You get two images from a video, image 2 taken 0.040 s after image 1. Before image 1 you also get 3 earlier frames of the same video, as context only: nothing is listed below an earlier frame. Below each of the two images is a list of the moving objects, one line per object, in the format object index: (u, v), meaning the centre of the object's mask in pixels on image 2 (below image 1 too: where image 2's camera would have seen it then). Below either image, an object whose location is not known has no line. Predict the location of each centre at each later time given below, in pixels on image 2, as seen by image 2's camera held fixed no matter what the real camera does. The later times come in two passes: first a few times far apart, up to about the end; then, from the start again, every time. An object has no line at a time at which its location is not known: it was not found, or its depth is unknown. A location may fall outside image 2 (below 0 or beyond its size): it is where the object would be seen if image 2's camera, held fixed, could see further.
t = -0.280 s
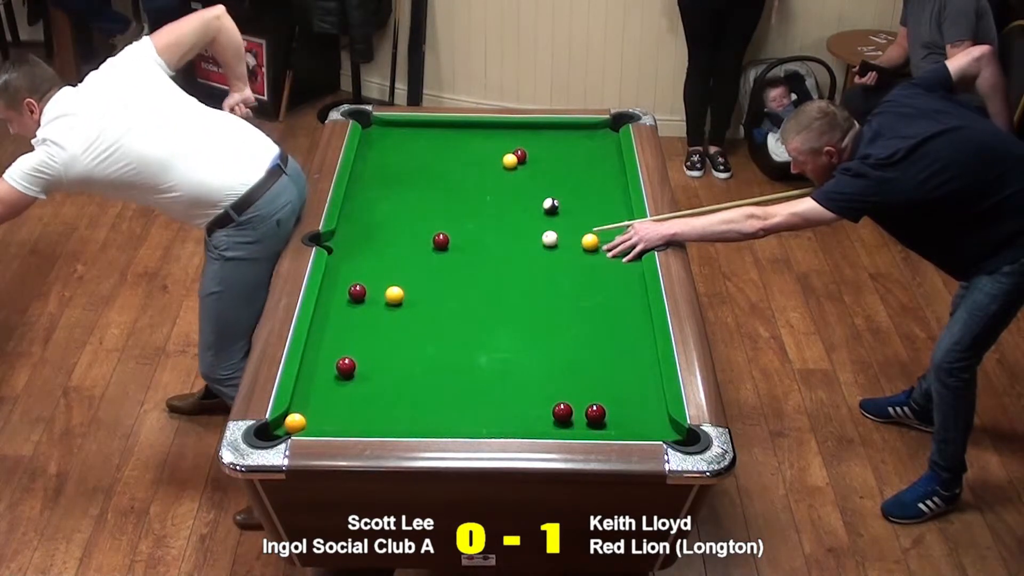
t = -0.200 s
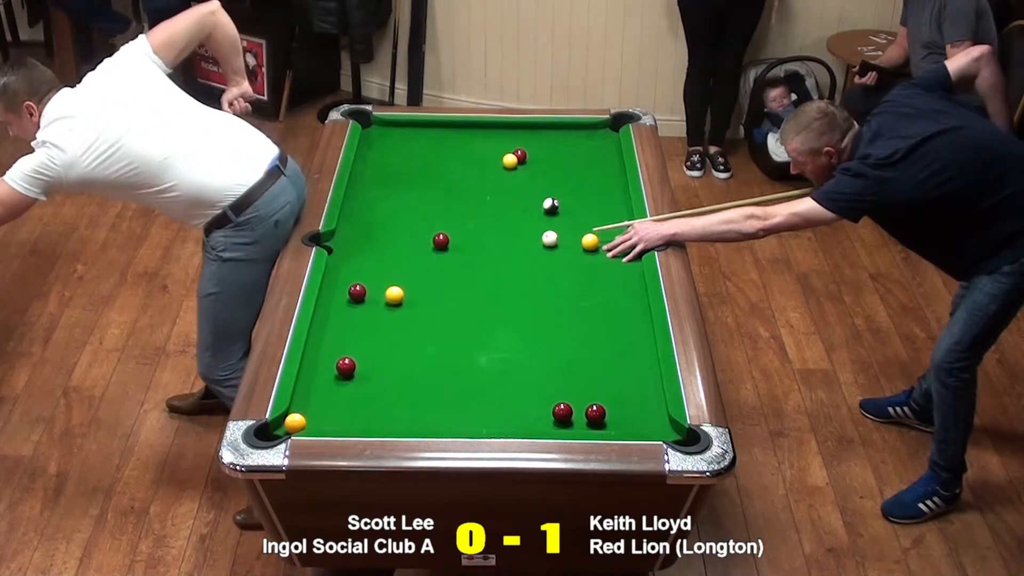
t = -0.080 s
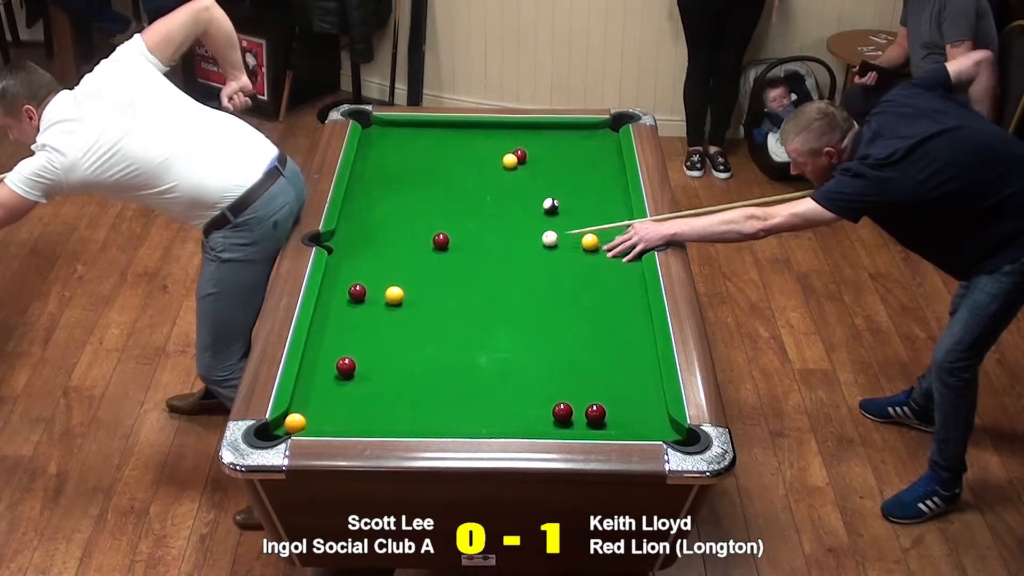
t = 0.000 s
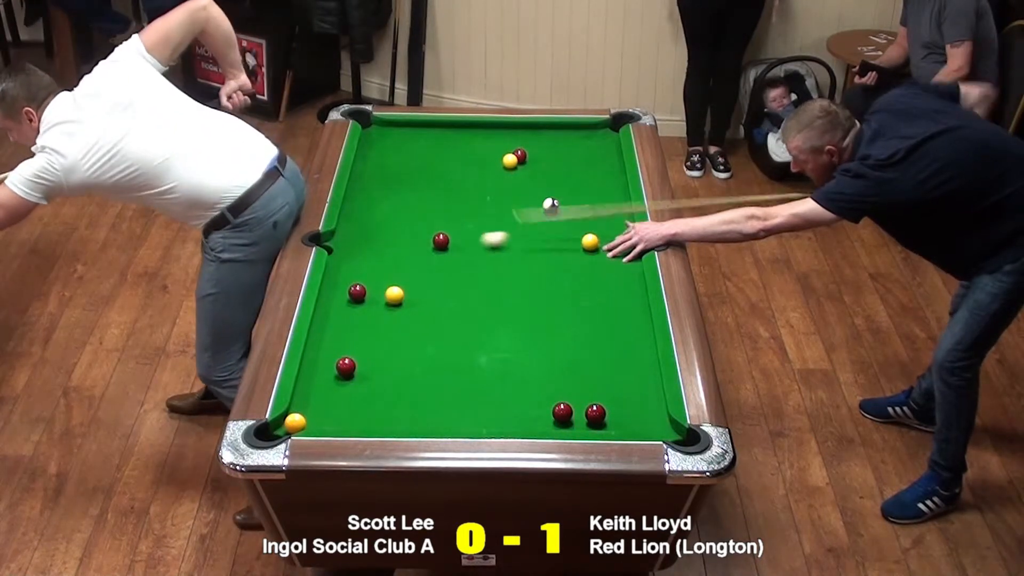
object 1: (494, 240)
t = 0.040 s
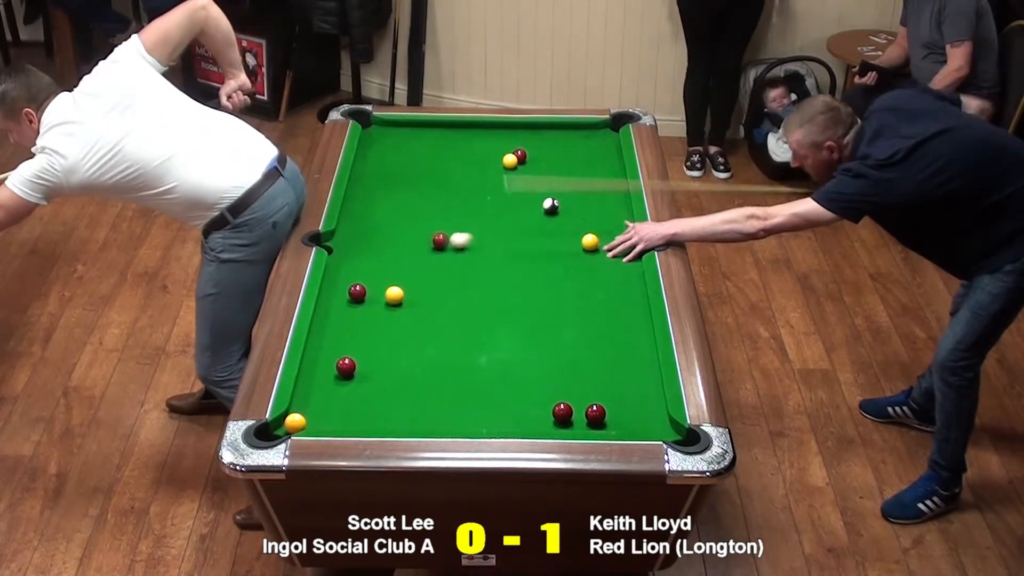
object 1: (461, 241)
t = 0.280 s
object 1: (452, 248)
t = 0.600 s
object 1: (398, 255)
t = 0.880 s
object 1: (353, 262)
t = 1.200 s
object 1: (355, 268)
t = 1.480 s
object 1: (382, 273)
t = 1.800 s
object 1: (411, 278)
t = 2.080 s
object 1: (434, 281)
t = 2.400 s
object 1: (458, 284)
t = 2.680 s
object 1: (476, 287)
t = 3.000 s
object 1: (494, 289)
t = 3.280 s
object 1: (507, 290)
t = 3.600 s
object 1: (520, 292)
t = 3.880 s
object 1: (527, 292)
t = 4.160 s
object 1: (533, 293)
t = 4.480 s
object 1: (536, 294)
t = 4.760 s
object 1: (537, 294)
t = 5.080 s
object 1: (537, 294)
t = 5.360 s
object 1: (536, 294)
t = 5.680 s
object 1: (537, 294)
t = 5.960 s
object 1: (536, 294)
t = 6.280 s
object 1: (536, 294)
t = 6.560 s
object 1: (536, 294)
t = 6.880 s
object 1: (536, 294)
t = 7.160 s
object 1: (536, 294)
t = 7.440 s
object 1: (536, 294)
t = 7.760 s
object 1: (536, 294)
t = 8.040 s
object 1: (536, 294)
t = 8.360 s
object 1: (536, 294)
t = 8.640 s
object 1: (536, 294)
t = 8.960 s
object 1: (536, 294)
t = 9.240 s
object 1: (536, 294)
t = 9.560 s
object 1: (536, 294)
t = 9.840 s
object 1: (536, 294)
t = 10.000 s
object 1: (537, 294)
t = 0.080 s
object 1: (460, 242)
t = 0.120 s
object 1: (461, 244)
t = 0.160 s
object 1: (461, 245)
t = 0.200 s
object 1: (460, 246)
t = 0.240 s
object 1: (457, 247)
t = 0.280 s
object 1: (452, 248)
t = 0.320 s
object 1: (446, 249)
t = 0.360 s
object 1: (439, 250)
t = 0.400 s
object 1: (432, 251)
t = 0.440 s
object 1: (425, 252)
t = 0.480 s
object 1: (419, 253)
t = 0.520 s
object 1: (412, 254)
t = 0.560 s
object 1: (405, 254)
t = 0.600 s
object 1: (398, 255)
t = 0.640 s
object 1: (392, 256)
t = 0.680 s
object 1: (385, 257)
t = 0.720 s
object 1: (378, 258)
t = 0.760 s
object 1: (372, 259)
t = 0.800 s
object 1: (365, 260)
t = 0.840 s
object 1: (359, 261)
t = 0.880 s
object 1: (353, 262)
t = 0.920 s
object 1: (346, 262)
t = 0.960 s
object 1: (340, 263)
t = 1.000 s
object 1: (335, 264)
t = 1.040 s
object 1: (338, 265)
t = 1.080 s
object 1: (342, 266)
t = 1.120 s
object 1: (346, 266)
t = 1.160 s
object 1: (350, 267)
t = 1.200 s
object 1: (355, 268)
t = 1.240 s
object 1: (359, 269)
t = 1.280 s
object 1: (363, 270)
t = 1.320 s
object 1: (367, 270)
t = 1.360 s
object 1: (370, 271)
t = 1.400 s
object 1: (374, 272)
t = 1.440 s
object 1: (378, 272)
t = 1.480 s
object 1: (382, 273)
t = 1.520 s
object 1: (386, 274)
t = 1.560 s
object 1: (390, 274)
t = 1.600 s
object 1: (393, 275)
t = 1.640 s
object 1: (397, 275)
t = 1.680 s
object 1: (401, 276)
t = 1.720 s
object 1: (404, 277)
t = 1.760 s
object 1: (407, 277)
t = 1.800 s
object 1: (411, 278)
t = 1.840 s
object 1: (414, 278)
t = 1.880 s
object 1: (418, 279)
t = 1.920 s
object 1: (421, 279)
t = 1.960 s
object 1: (425, 280)
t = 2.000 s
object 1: (428, 280)
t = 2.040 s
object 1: (431, 281)
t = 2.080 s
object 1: (434, 281)
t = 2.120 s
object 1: (437, 282)
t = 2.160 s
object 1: (440, 282)
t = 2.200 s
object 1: (443, 283)
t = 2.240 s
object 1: (446, 283)
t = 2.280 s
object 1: (449, 283)
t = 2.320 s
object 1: (452, 284)
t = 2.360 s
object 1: (455, 284)
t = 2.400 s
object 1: (458, 284)
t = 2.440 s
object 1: (461, 285)
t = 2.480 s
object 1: (463, 285)
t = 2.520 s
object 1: (466, 286)
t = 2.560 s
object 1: (468, 286)
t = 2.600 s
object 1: (471, 286)
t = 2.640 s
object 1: (474, 286)
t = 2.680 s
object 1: (476, 287)
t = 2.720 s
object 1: (479, 287)
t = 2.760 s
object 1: (481, 287)
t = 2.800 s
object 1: (483, 287)
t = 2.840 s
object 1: (486, 288)
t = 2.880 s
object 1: (488, 288)
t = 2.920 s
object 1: (490, 288)
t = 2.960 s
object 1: (492, 289)
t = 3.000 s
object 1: (494, 289)
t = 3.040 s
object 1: (496, 289)
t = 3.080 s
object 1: (498, 289)
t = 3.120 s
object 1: (500, 289)
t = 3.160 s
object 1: (502, 289)
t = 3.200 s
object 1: (504, 290)
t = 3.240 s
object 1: (506, 290)
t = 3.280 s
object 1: (507, 290)
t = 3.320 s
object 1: (509, 290)
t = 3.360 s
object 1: (511, 290)
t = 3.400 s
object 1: (512, 290)
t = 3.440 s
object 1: (514, 291)
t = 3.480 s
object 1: (515, 291)
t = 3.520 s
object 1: (517, 291)
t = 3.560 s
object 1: (518, 291)
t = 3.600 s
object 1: (520, 292)
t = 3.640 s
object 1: (521, 292)
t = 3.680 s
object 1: (522, 292)
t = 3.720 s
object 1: (523, 292)
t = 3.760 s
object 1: (524, 292)
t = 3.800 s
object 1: (525, 292)
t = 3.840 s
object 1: (526, 292)
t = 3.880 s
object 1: (527, 292)
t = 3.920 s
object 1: (528, 292)
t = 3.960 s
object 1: (529, 293)
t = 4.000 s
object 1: (530, 293)
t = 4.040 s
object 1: (531, 293)
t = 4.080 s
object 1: (531, 293)
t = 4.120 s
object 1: (532, 293)
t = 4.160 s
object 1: (533, 293)
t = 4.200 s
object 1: (533, 293)
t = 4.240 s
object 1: (534, 293)
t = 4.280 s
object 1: (534, 293)
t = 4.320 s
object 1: (535, 293)
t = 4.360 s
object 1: (535, 293)
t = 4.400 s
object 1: (536, 293)
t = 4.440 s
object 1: (536, 293)
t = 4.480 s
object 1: (536, 294)
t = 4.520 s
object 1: (536, 294)
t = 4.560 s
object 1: (536, 294)
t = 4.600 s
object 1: (537, 294)
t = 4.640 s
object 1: (537, 294)
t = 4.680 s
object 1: (537, 294)
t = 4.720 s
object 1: (537, 294)
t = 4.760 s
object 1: (537, 294)
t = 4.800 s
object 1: (537, 294)
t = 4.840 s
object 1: (537, 294)
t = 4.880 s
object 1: (537, 294)
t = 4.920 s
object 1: (537, 294)
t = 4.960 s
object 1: (537, 294)
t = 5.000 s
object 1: (537, 294)
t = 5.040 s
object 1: (537, 294)
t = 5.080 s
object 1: (537, 294)
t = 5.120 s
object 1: (537, 294)
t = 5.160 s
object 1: (536, 294)
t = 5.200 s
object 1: (536, 294)
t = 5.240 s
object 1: (536, 294)
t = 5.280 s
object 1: (536, 294)
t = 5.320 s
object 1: (536, 294)
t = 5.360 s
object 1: (536, 294)
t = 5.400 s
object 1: (536, 294)
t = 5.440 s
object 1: (536, 294)
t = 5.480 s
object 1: (536, 294)
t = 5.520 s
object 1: (536, 294)
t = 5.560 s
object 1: (536, 294)
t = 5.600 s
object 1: (536, 294)
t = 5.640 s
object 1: (536, 294)
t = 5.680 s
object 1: (537, 294)
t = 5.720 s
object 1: (537, 294)
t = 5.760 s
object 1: (537, 294)
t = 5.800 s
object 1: (536, 294)
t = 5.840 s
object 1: (536, 294)
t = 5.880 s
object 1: (536, 294)
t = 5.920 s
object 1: (536, 294)
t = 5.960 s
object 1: (536, 294)
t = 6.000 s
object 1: (536, 294)
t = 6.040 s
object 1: (536, 294)
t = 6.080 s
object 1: (536, 294)
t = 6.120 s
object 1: (536, 294)
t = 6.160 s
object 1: (536, 294)
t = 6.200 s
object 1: (536, 294)
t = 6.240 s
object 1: (536, 294)
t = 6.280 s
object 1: (536, 294)
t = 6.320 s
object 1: (536, 294)
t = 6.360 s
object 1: (536, 294)
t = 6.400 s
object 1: (536, 294)
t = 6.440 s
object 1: (536, 294)
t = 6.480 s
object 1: (536, 294)
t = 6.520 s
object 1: (536, 294)
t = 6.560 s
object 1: (536, 294)
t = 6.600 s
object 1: (536, 294)
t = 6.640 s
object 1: (536, 294)
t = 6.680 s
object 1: (536, 294)
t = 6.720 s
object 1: (536, 294)
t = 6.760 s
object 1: (536, 294)
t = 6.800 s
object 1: (536, 294)
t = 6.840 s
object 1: (536, 294)
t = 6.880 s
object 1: (536, 294)
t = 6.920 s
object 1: (536, 294)
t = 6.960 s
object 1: (536, 294)
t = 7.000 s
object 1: (536, 294)
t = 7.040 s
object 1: (536, 294)
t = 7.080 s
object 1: (536, 294)
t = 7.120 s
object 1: (536, 294)
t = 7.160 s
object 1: (536, 294)
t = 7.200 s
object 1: (536, 294)
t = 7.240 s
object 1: (536, 294)
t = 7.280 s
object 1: (536, 294)
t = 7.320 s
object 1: (536, 294)
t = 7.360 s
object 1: (536, 294)
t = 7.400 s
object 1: (536, 294)
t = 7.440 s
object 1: (536, 294)
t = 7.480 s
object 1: (536, 294)
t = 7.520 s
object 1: (536, 294)
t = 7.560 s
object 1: (536, 294)
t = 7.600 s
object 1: (536, 294)
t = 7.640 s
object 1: (536, 294)
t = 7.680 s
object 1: (536, 294)
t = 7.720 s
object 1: (536, 294)
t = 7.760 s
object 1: (536, 294)
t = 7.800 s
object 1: (536, 294)
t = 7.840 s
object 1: (536, 294)
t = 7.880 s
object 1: (536, 294)
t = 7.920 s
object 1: (536, 294)
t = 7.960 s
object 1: (536, 294)
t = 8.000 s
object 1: (536, 294)
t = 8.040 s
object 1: (536, 294)
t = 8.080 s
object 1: (536, 294)
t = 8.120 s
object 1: (536, 294)
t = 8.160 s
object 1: (536, 294)
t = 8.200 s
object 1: (536, 294)
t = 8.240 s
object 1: (536, 294)
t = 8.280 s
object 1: (536, 294)
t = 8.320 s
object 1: (536, 294)
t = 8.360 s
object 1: (536, 294)
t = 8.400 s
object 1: (536, 294)
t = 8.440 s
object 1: (536, 294)
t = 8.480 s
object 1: (536, 294)
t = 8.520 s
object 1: (536, 294)
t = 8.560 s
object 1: (536, 294)
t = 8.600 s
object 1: (536, 294)
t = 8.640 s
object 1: (536, 294)
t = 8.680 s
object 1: (536, 294)
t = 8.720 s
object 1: (536, 294)
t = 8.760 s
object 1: (536, 294)
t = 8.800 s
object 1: (536, 294)
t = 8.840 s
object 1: (536, 294)
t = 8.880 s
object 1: (536, 294)
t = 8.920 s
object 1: (536, 294)
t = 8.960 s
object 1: (536, 294)
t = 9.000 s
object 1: (536, 294)
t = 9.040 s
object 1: (536, 294)
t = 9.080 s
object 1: (536, 294)
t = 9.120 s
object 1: (536, 294)
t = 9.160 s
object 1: (536, 294)
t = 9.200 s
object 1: (536, 294)
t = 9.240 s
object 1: (536, 294)
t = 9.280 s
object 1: (536, 294)
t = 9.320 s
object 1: (536, 294)
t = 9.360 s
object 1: (536, 294)
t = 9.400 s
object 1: (536, 294)
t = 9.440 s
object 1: (536, 294)
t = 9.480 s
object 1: (536, 294)
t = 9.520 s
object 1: (536, 294)
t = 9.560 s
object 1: (536, 294)
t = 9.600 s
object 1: (536, 294)
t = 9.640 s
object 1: (536, 294)
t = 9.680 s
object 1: (536, 294)
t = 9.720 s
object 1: (537, 294)
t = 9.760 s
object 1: (536, 294)
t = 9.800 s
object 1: (536, 294)
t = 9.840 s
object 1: (536, 294)
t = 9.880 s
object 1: (537, 294)
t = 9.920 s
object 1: (537, 294)
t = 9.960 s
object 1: (537, 294)
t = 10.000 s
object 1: (537, 294)
